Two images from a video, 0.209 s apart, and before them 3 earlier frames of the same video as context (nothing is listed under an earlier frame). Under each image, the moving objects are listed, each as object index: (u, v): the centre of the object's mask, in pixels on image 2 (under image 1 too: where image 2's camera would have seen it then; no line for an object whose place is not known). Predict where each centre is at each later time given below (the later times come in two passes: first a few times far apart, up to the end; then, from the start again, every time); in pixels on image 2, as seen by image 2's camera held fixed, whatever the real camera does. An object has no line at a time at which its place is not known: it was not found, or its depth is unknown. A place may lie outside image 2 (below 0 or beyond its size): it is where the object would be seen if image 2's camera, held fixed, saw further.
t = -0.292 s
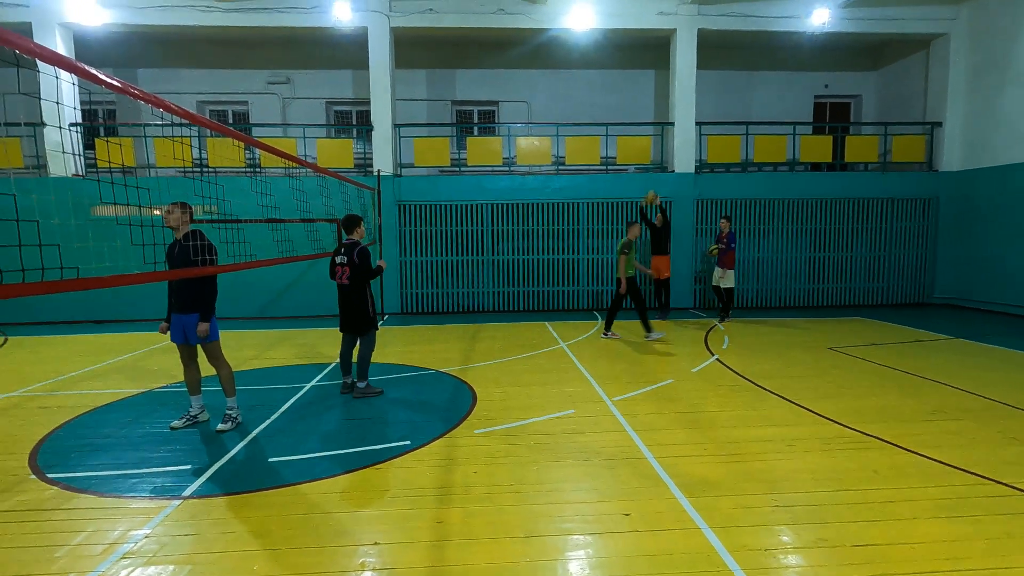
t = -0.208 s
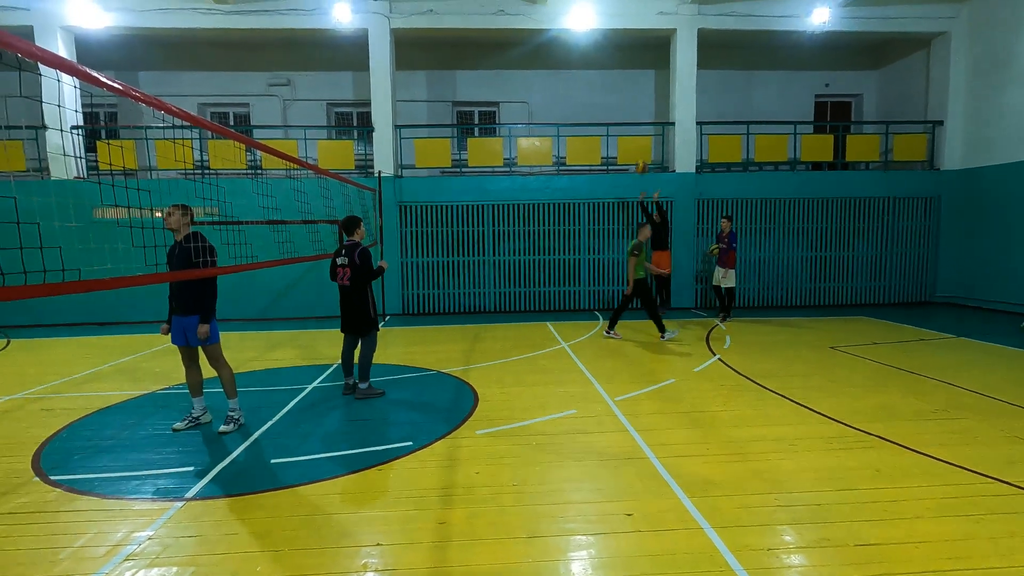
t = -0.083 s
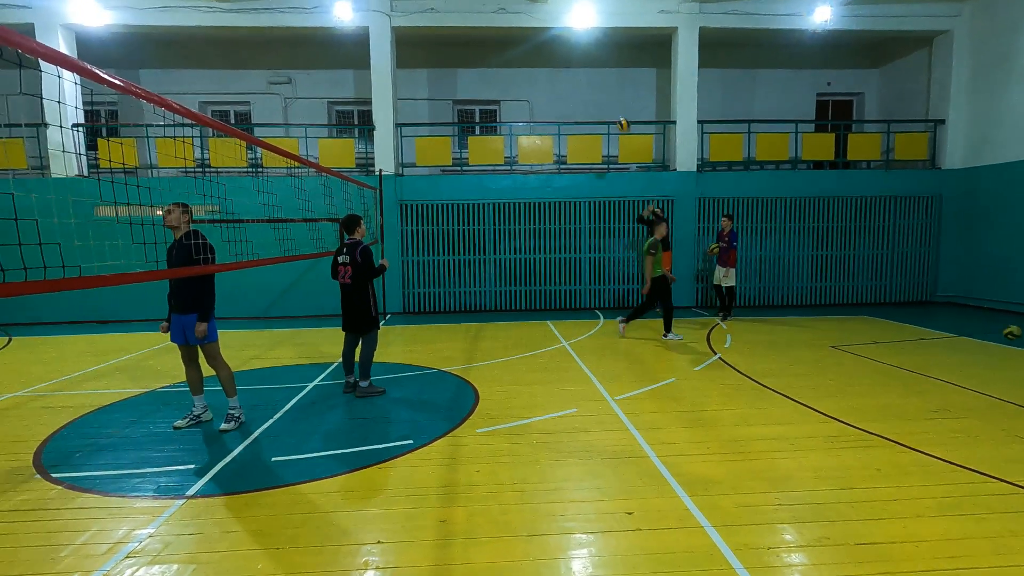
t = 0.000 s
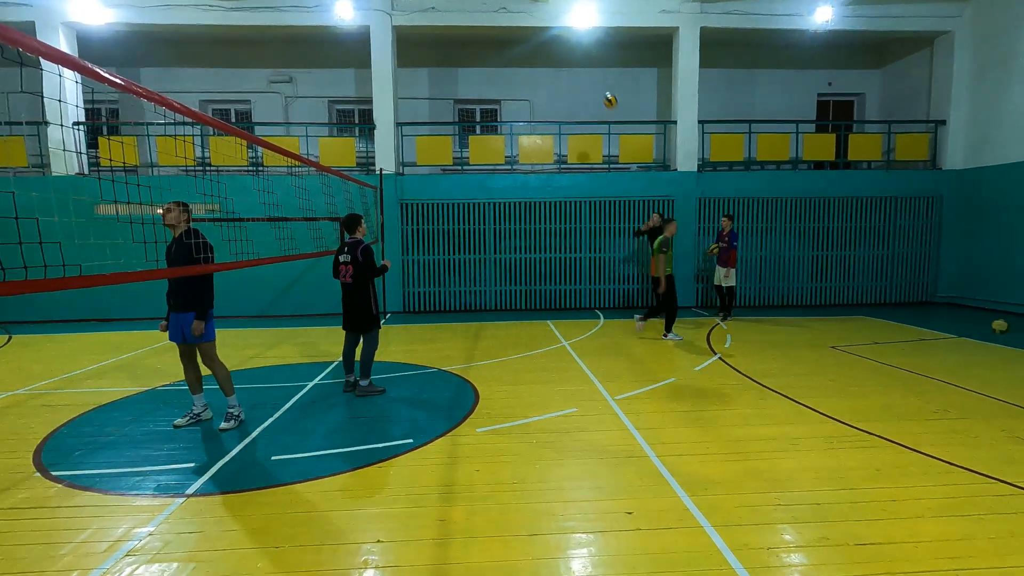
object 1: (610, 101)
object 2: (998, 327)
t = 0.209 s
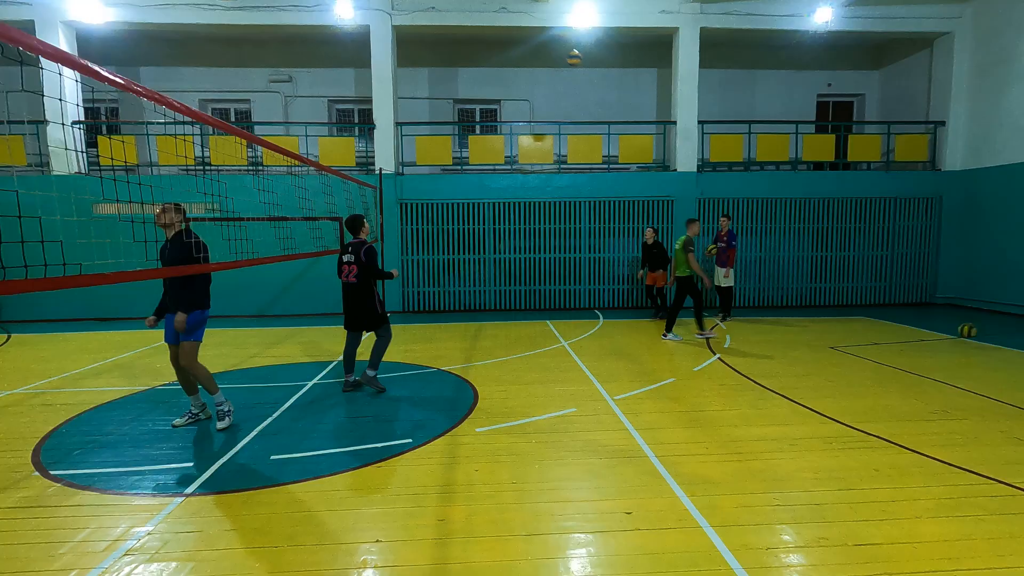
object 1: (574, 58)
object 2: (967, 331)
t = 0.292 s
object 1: (558, 48)
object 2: (955, 338)
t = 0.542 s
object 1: (506, 47)
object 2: (918, 331)
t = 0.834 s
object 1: (439, 114)
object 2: (879, 331)
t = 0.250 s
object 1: (566, 52)
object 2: (961, 334)
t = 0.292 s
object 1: (558, 48)
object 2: (955, 338)
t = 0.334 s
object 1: (550, 45)
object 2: (949, 334)
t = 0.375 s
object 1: (542, 42)
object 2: (942, 331)
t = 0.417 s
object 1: (533, 42)
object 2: (937, 329)
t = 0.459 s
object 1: (525, 42)
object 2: (931, 329)
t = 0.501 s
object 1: (516, 44)
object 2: (925, 329)
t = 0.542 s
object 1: (506, 47)
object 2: (918, 331)
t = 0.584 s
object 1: (497, 52)
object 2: (913, 334)
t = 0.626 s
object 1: (488, 58)
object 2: (906, 337)
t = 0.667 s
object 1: (478, 66)
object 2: (901, 333)
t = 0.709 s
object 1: (469, 75)
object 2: (896, 332)
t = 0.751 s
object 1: (459, 88)
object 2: (890, 329)
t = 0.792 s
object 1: (448, 99)
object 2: (884, 329)
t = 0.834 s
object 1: (439, 114)
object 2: (879, 331)
